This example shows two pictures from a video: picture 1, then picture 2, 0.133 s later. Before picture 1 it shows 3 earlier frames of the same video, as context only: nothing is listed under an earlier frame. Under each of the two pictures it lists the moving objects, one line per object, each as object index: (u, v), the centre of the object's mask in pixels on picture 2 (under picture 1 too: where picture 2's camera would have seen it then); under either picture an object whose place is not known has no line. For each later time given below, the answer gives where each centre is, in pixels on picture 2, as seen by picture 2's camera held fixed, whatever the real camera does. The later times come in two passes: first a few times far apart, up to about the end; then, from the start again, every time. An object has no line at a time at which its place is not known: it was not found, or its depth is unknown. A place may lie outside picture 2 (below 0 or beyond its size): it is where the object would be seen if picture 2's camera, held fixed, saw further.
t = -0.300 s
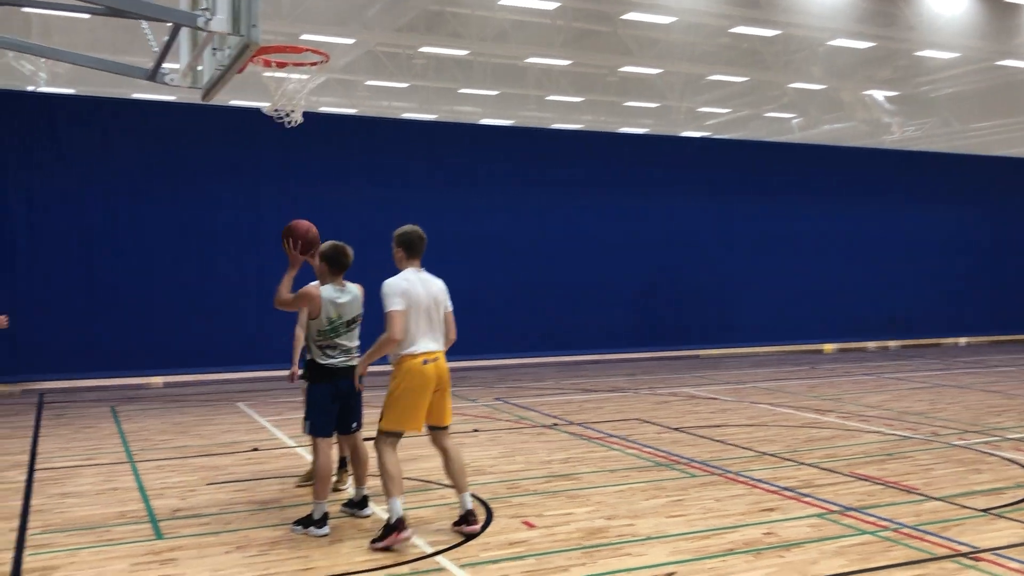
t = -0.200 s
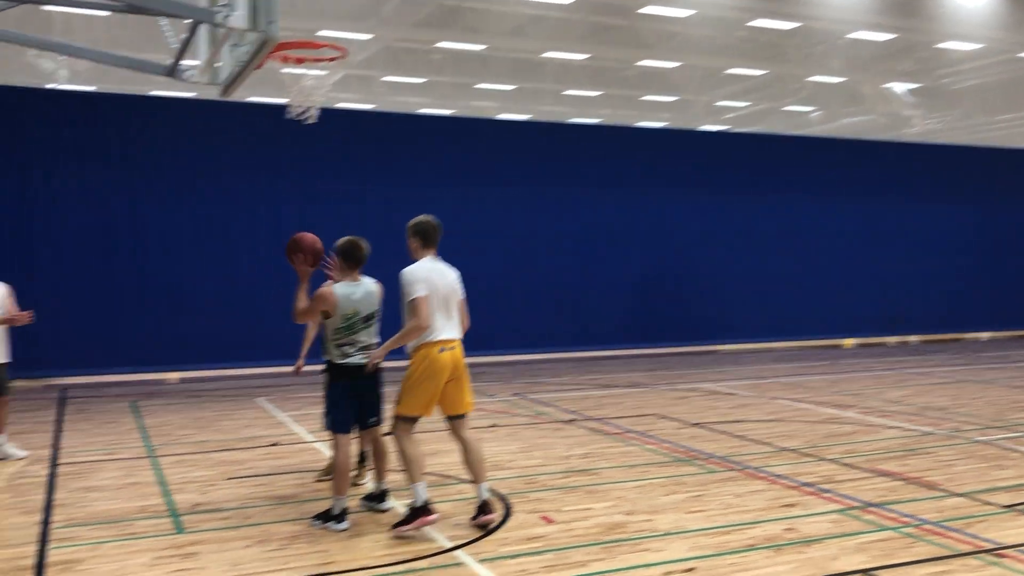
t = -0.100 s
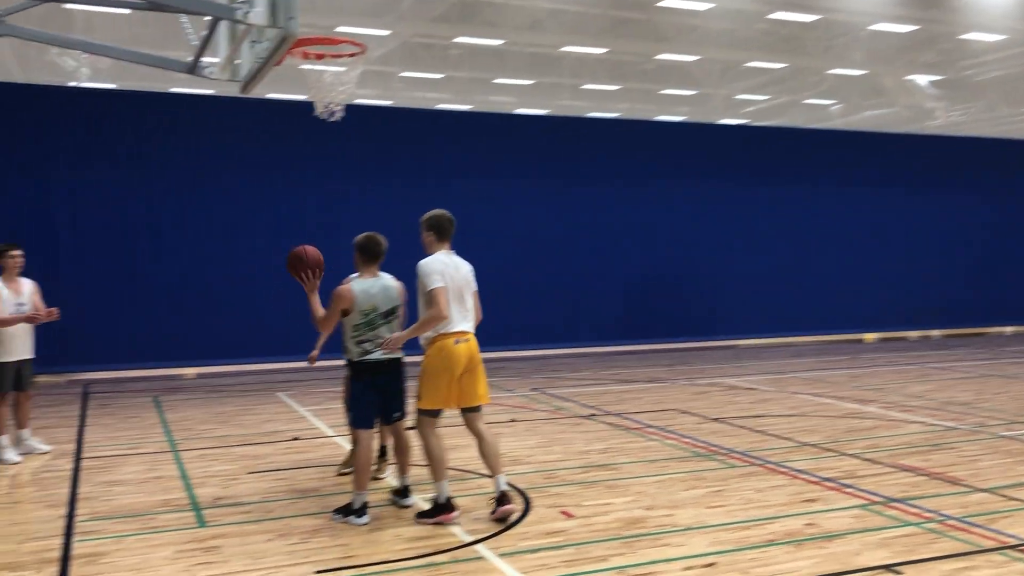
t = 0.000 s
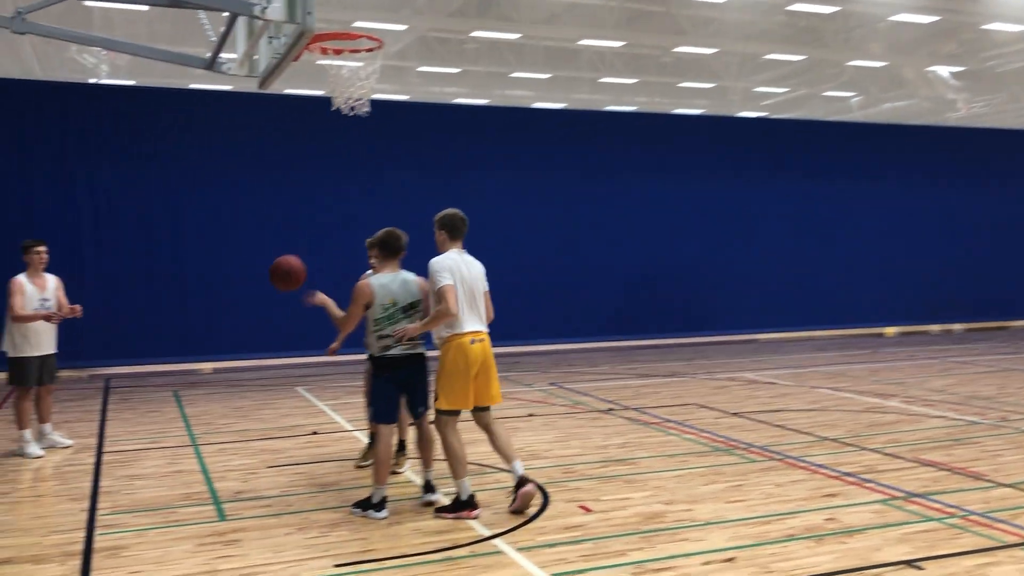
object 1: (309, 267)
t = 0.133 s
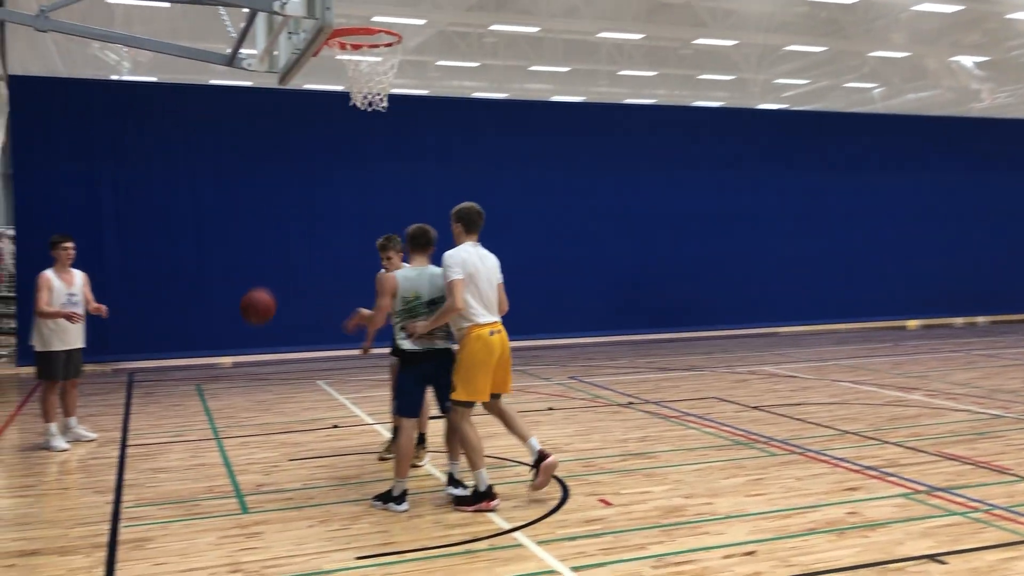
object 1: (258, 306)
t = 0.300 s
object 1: (201, 384)
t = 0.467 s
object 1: (155, 431)
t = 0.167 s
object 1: (246, 319)
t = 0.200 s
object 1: (234, 333)
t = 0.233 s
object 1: (224, 347)
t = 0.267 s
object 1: (212, 365)
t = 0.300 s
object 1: (201, 384)
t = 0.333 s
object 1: (191, 403)
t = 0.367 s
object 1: (182, 422)
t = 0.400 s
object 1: (171, 445)
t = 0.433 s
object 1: (163, 450)
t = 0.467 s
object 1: (155, 431)
